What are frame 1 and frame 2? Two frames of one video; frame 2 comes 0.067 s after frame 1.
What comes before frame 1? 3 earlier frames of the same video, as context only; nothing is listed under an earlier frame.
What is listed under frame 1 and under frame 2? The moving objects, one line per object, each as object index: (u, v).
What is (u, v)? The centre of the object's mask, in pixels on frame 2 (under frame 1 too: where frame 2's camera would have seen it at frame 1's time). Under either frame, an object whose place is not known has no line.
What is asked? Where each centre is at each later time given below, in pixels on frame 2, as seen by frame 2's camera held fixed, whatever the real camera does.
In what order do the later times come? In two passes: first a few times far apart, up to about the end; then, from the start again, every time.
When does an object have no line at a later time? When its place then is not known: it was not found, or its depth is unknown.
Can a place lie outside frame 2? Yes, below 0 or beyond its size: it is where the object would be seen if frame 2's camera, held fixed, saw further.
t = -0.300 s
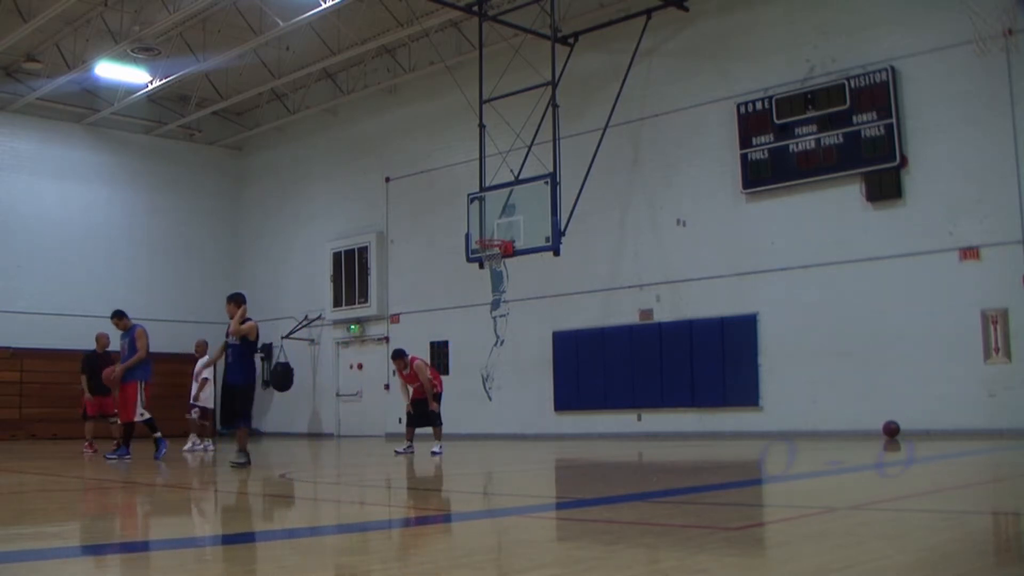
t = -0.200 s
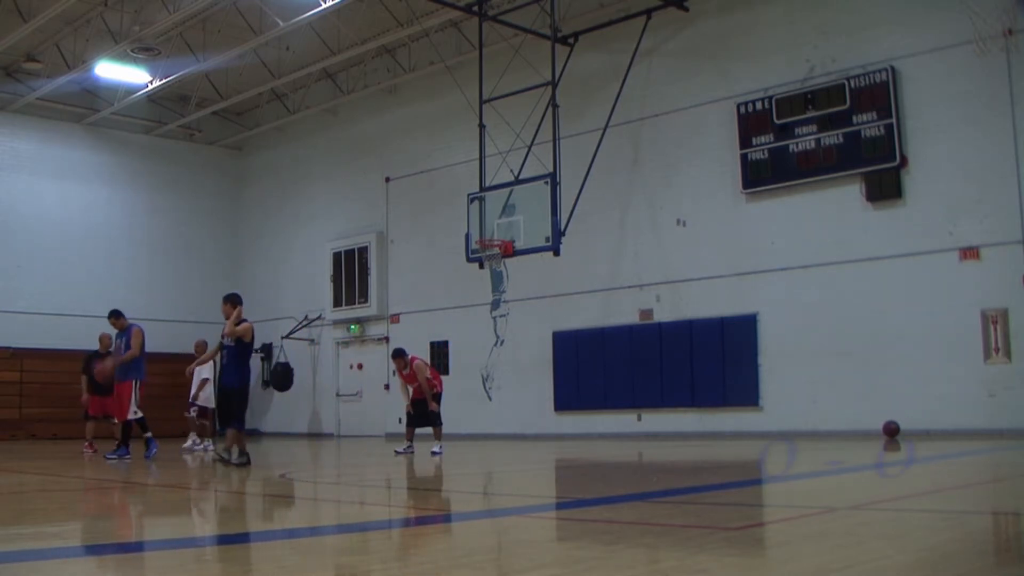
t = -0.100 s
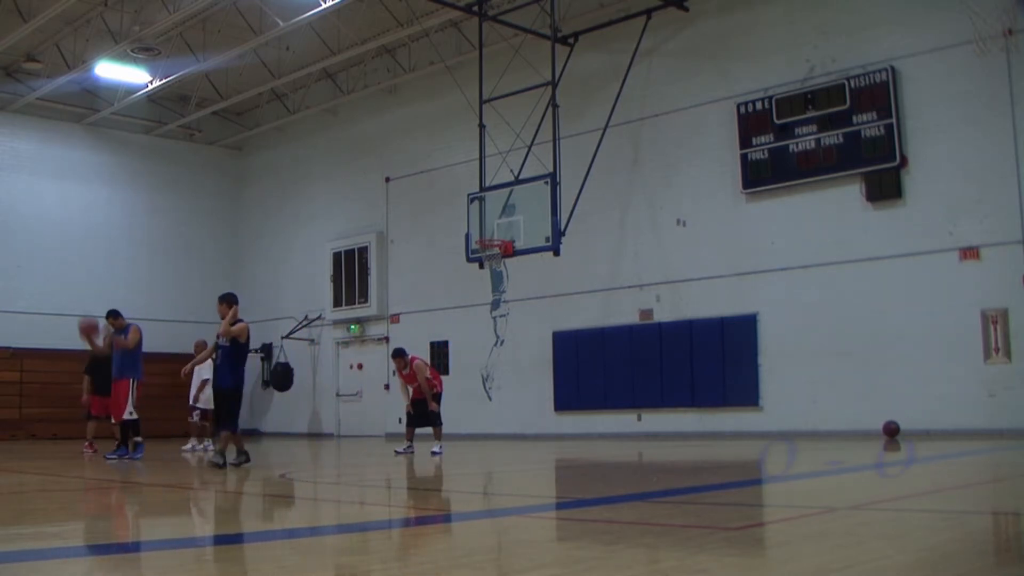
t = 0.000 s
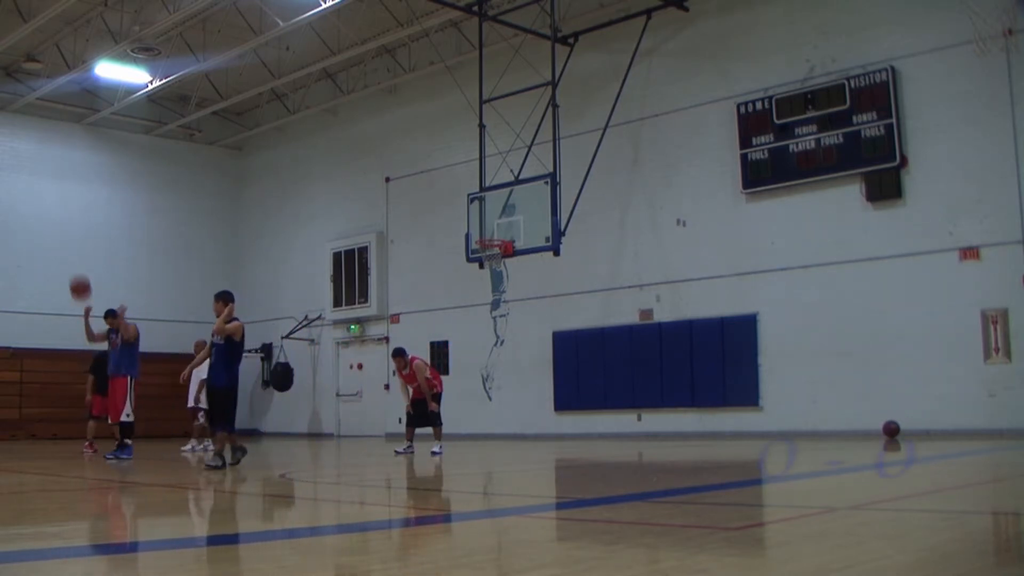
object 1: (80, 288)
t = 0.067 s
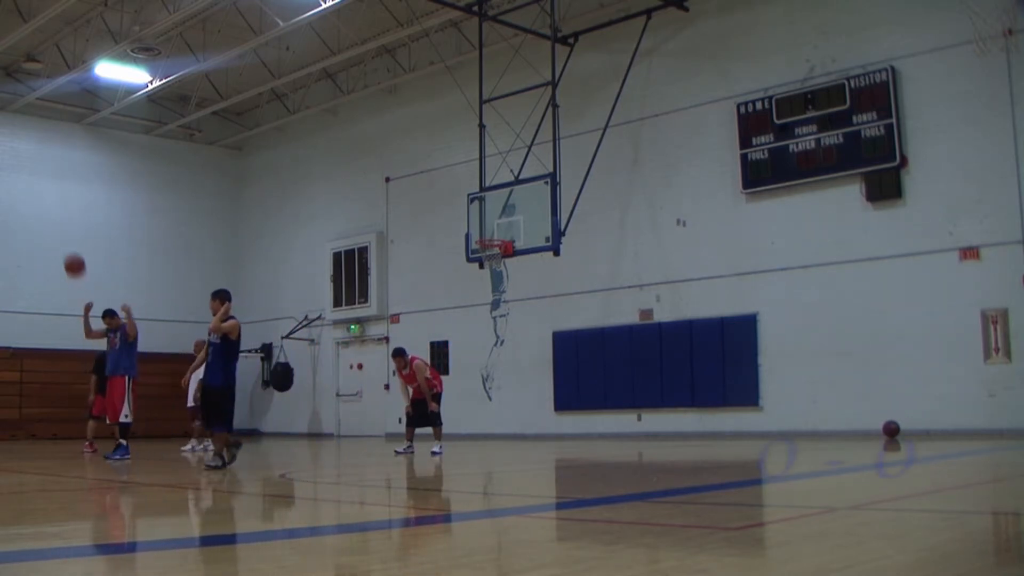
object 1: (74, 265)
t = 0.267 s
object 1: (58, 222)
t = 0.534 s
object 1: (34, 217)
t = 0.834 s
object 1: (7, 284)
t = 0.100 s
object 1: (72, 256)
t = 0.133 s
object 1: (69, 247)
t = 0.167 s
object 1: (66, 239)
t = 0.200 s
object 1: (63, 232)
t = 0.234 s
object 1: (60, 226)
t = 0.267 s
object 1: (58, 222)
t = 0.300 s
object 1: (55, 218)
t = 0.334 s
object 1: (52, 215)
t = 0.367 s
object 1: (49, 213)
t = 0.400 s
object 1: (46, 211)
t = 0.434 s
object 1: (43, 211)
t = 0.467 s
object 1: (40, 212)
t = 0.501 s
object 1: (37, 214)
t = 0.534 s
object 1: (34, 217)
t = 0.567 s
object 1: (31, 220)
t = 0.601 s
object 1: (28, 225)
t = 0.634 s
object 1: (25, 231)
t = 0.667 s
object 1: (21, 237)
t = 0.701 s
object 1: (18, 245)
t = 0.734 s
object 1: (15, 253)
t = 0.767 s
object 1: (12, 262)
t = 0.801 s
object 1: (9, 272)
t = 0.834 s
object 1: (7, 284)
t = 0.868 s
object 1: (6, 296)
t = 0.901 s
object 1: (4, 310)
